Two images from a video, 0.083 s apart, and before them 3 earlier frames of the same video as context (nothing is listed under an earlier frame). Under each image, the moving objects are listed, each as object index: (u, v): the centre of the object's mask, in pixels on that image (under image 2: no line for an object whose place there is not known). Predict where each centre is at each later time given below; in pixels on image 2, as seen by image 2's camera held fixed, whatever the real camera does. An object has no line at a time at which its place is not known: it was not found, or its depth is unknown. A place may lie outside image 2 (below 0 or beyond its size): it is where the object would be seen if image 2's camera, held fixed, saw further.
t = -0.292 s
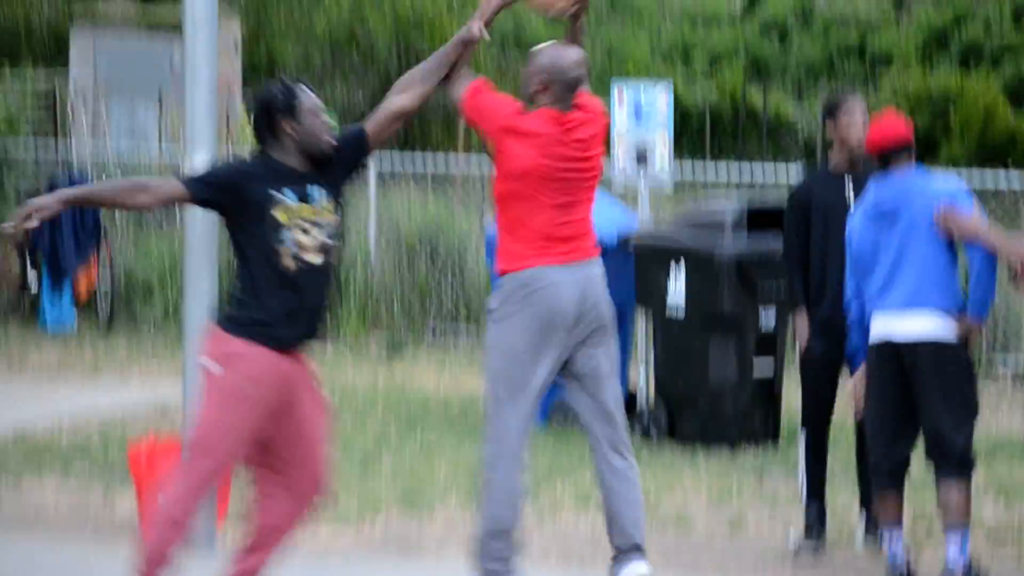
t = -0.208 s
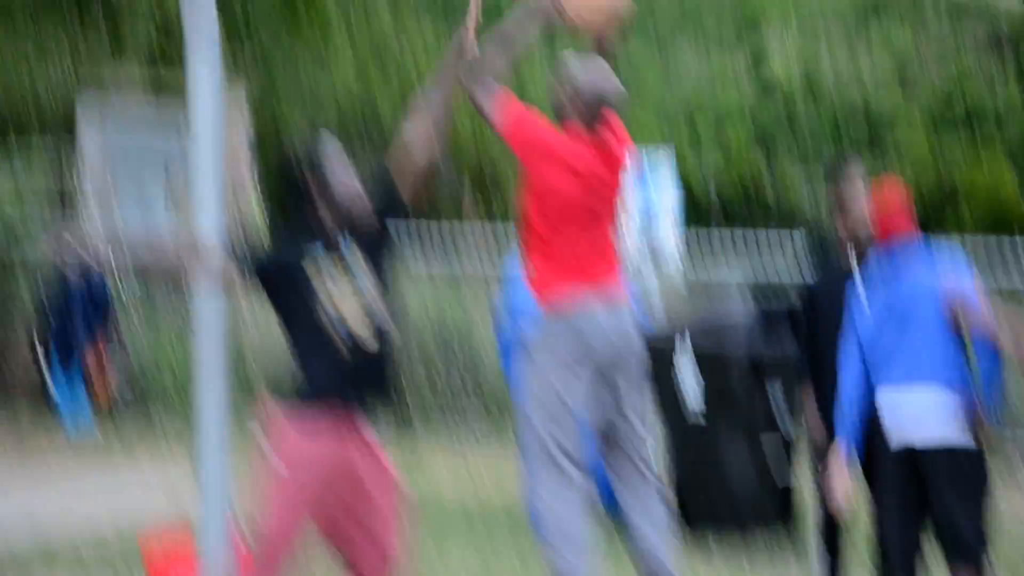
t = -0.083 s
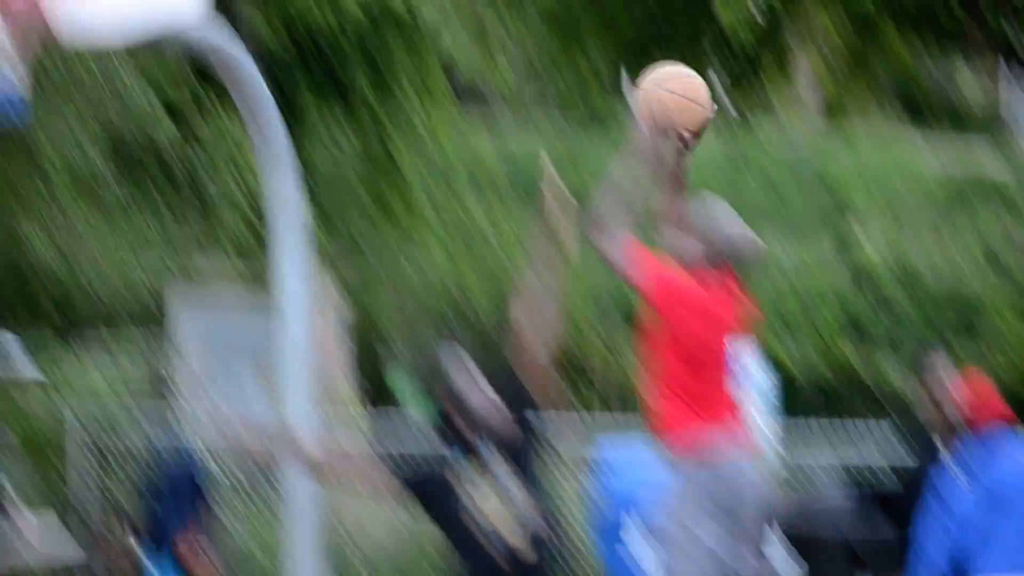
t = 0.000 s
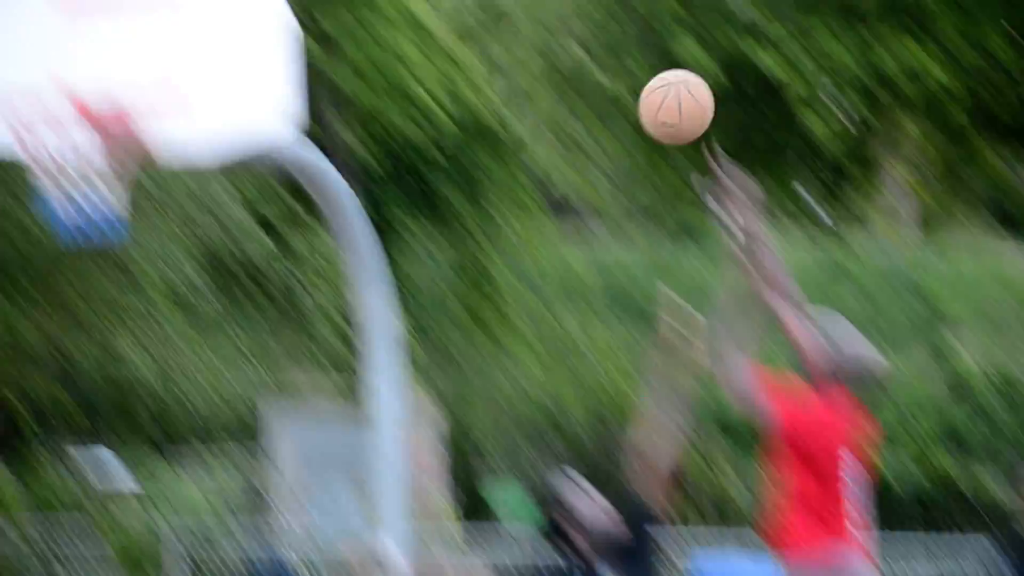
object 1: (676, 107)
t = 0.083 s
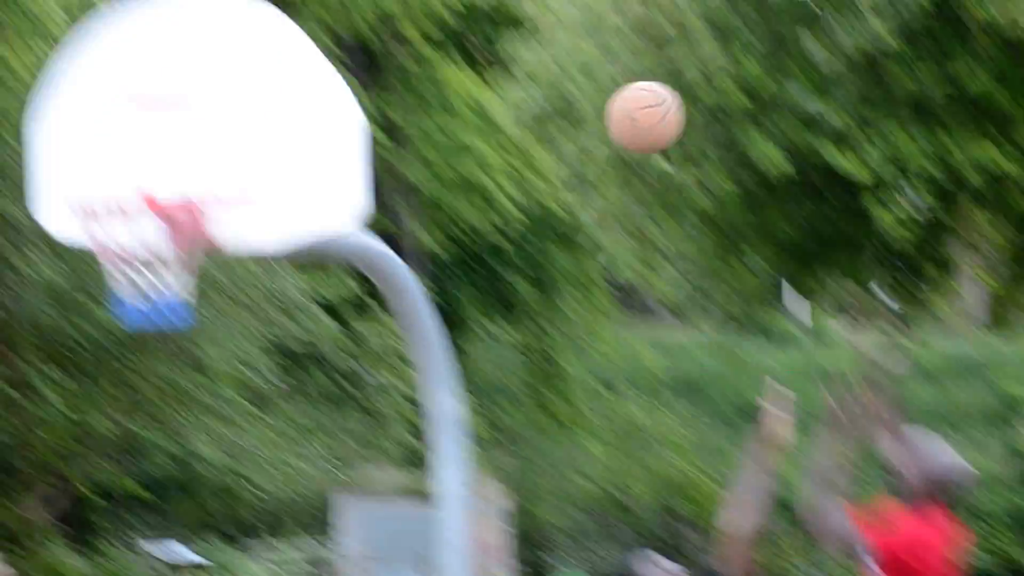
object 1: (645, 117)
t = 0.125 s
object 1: (595, 90)
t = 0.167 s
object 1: (550, 63)
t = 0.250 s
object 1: (459, 20)
